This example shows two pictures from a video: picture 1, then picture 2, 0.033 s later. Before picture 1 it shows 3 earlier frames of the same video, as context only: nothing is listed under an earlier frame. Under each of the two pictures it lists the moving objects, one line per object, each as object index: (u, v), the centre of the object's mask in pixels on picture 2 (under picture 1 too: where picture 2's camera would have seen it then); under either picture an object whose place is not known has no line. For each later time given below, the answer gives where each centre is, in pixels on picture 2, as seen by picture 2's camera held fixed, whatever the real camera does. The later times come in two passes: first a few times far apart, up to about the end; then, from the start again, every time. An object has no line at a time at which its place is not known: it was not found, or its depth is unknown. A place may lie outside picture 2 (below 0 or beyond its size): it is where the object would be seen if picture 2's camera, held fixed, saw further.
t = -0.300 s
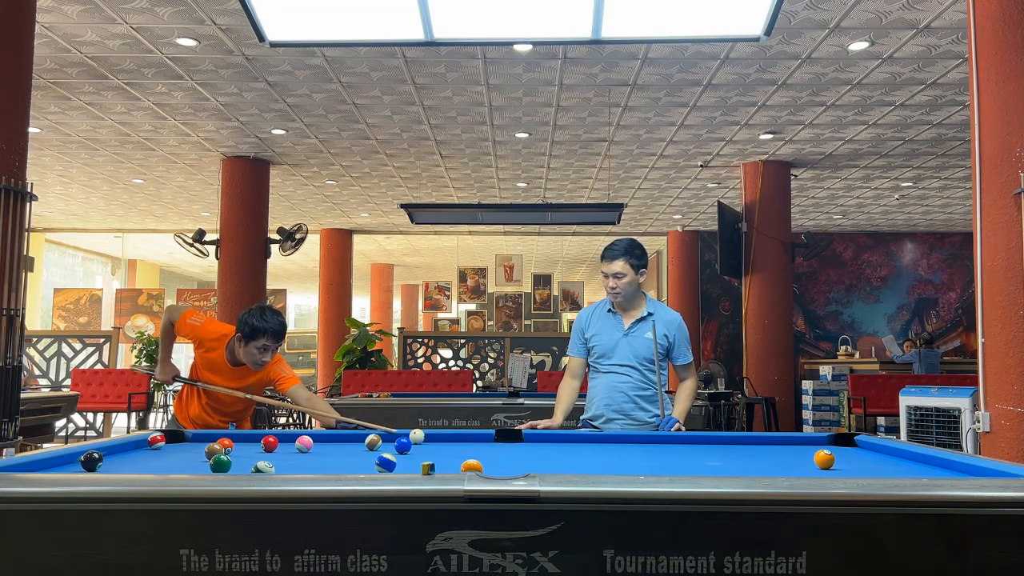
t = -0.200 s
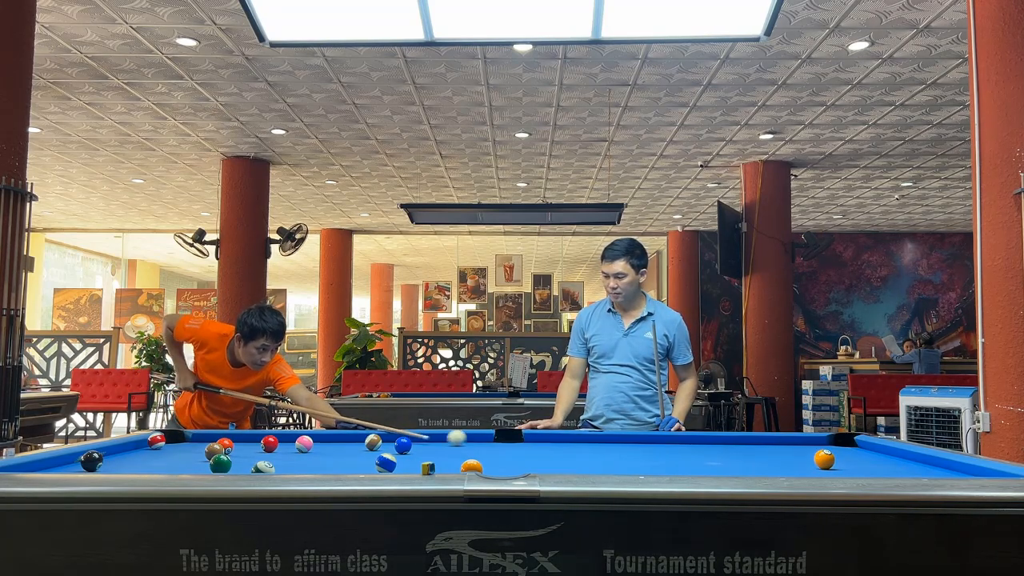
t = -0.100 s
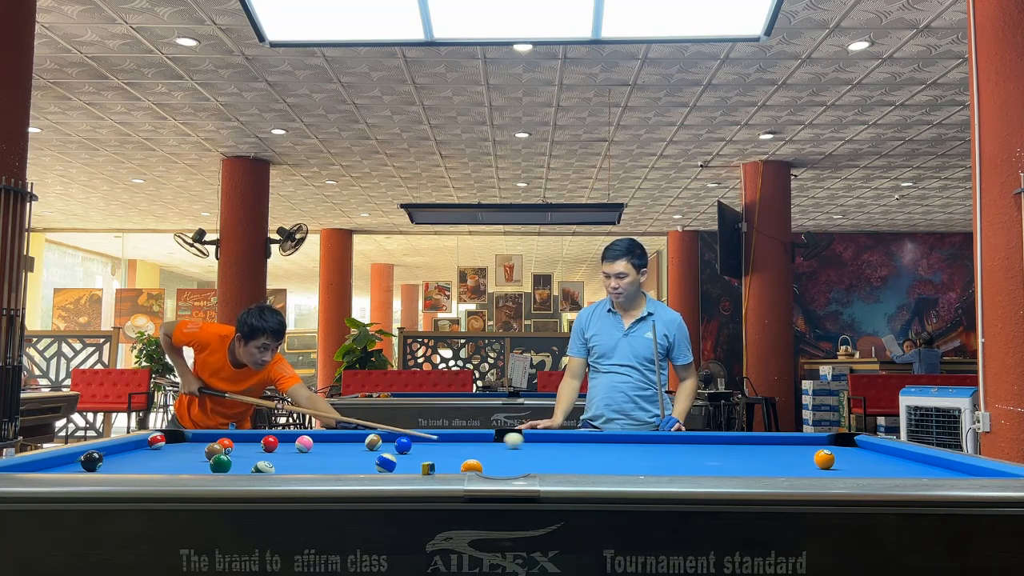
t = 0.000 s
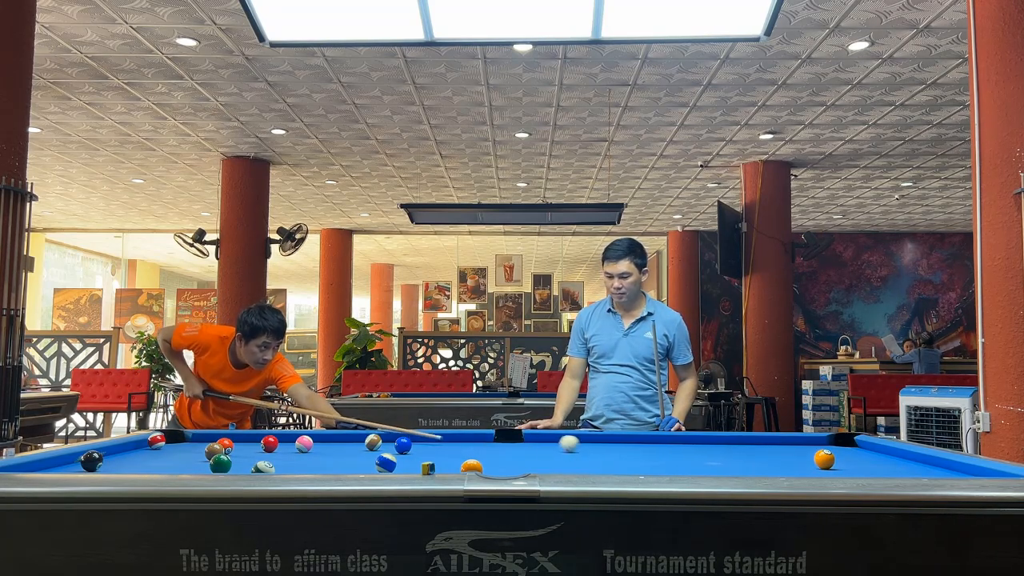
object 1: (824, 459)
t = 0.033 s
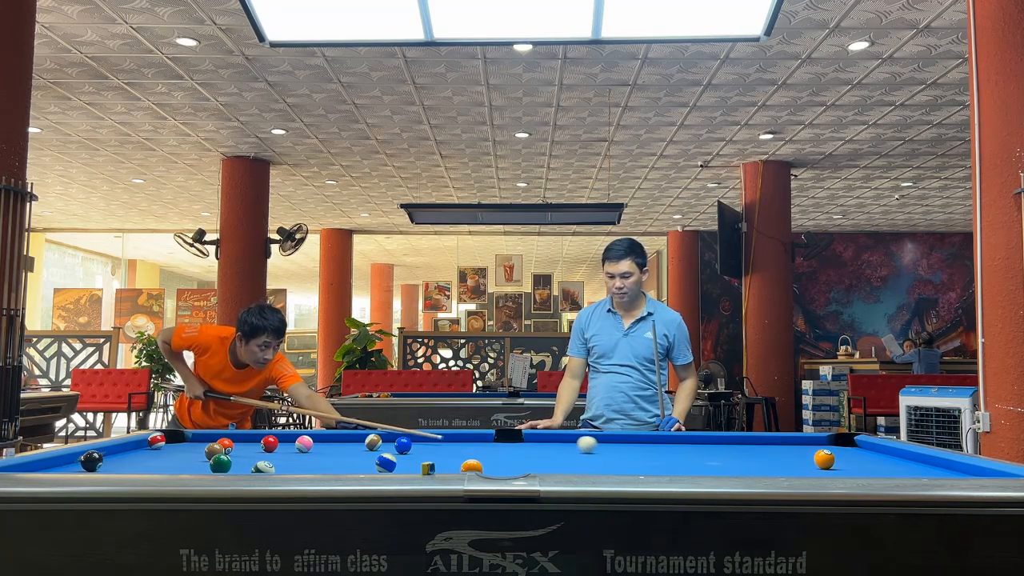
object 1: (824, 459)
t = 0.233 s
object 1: (824, 459)
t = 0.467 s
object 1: (840, 461)
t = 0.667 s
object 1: (895, 468)
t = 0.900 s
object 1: (960, 472)
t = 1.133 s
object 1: (967, 471)
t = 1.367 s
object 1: (964, 469)
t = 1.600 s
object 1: (961, 467)
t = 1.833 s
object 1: (949, 464)
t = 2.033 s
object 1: (933, 462)
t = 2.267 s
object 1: (917, 460)
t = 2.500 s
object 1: (902, 458)
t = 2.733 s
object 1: (889, 456)
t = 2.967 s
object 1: (878, 454)
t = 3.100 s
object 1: (872, 453)
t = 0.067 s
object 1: (824, 459)
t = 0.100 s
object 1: (824, 459)
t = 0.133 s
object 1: (824, 459)
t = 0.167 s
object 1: (824, 459)
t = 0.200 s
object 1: (824, 459)
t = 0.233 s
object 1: (824, 459)
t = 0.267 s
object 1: (824, 459)
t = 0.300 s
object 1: (824, 459)
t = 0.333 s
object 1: (824, 459)
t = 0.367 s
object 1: (824, 459)
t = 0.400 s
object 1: (824, 459)
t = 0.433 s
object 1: (830, 460)
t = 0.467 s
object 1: (840, 461)
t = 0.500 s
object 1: (850, 463)
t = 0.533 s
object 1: (860, 464)
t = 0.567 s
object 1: (869, 465)
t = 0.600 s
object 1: (878, 466)
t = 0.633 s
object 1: (886, 467)
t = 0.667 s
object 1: (895, 468)
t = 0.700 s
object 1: (904, 468)
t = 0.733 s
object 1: (912, 469)
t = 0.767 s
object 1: (922, 470)
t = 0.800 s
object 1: (931, 471)
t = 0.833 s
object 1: (940, 471)
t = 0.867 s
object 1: (950, 472)
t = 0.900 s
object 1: (960, 472)
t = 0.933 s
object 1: (969, 473)
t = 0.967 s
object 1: (971, 473)
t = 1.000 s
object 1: (969, 473)
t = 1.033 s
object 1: (969, 472)
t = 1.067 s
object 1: (968, 472)
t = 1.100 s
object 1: (968, 472)
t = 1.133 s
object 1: (967, 471)
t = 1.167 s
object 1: (967, 471)
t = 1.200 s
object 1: (967, 471)
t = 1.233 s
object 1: (966, 470)
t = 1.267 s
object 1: (966, 470)
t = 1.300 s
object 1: (965, 470)
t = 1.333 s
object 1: (964, 470)
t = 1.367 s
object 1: (964, 469)
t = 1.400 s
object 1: (964, 469)
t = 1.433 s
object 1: (964, 469)
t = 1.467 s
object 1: (963, 468)
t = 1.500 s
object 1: (963, 468)
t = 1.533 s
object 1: (962, 468)
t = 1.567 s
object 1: (962, 468)
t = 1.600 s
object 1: (961, 467)
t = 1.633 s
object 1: (961, 467)
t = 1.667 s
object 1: (960, 466)
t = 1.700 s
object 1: (960, 466)
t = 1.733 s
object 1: (957, 466)
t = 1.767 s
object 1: (954, 465)
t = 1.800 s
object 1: (951, 465)
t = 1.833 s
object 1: (949, 464)
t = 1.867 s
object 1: (946, 464)
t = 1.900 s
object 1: (943, 464)
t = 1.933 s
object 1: (941, 463)
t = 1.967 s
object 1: (938, 463)
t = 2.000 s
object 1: (936, 462)
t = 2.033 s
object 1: (933, 462)
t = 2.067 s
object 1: (930, 462)
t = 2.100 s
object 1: (928, 461)
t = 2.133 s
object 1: (926, 461)
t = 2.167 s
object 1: (923, 461)
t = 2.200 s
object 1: (921, 461)
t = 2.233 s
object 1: (919, 460)
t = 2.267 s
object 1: (917, 460)
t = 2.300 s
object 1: (914, 459)
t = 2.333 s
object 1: (912, 459)
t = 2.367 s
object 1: (910, 459)
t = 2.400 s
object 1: (908, 458)
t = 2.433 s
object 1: (906, 458)
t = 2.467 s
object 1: (904, 458)
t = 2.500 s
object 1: (902, 458)
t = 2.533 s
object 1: (900, 457)
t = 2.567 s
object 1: (898, 457)
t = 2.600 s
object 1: (896, 457)
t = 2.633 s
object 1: (895, 457)
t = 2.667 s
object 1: (893, 456)
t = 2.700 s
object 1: (891, 456)
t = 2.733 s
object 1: (889, 456)
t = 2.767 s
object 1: (888, 456)
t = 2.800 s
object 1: (886, 455)
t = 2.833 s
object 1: (884, 455)
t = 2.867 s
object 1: (883, 455)
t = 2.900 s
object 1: (881, 455)
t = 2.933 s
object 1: (880, 454)
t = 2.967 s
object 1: (878, 454)
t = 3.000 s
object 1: (877, 454)
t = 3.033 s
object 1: (875, 454)
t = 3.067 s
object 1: (874, 454)
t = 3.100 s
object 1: (872, 453)
